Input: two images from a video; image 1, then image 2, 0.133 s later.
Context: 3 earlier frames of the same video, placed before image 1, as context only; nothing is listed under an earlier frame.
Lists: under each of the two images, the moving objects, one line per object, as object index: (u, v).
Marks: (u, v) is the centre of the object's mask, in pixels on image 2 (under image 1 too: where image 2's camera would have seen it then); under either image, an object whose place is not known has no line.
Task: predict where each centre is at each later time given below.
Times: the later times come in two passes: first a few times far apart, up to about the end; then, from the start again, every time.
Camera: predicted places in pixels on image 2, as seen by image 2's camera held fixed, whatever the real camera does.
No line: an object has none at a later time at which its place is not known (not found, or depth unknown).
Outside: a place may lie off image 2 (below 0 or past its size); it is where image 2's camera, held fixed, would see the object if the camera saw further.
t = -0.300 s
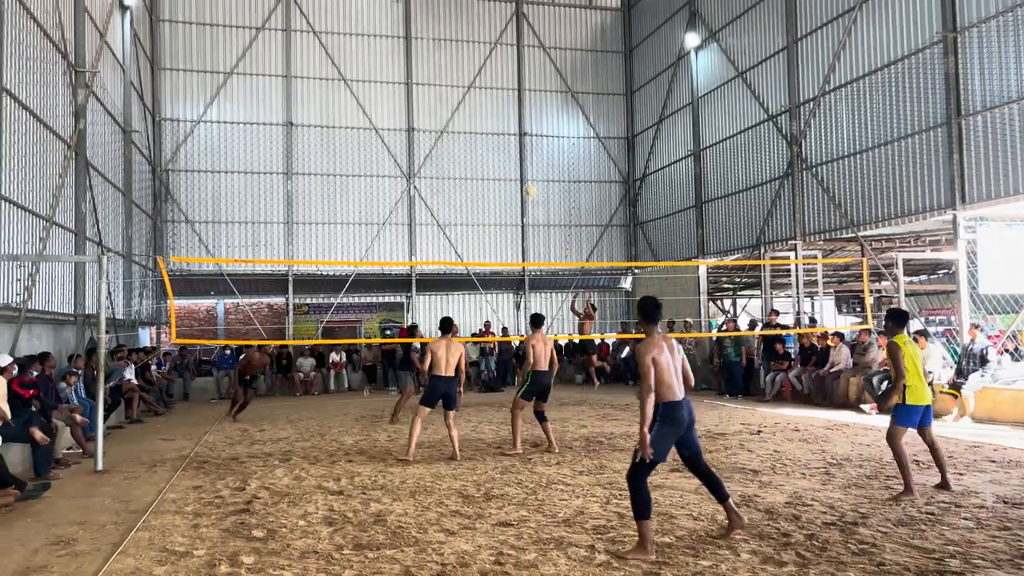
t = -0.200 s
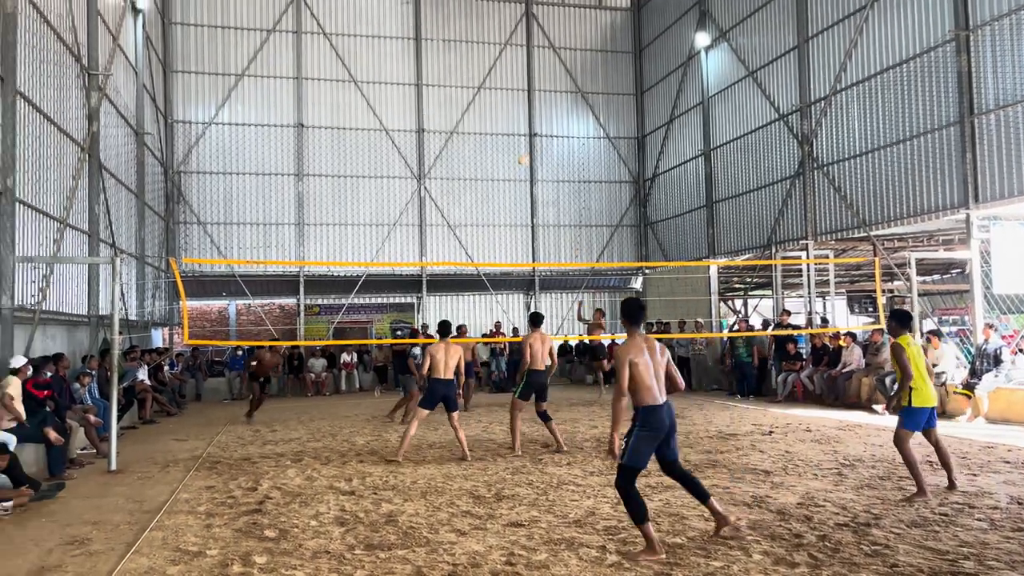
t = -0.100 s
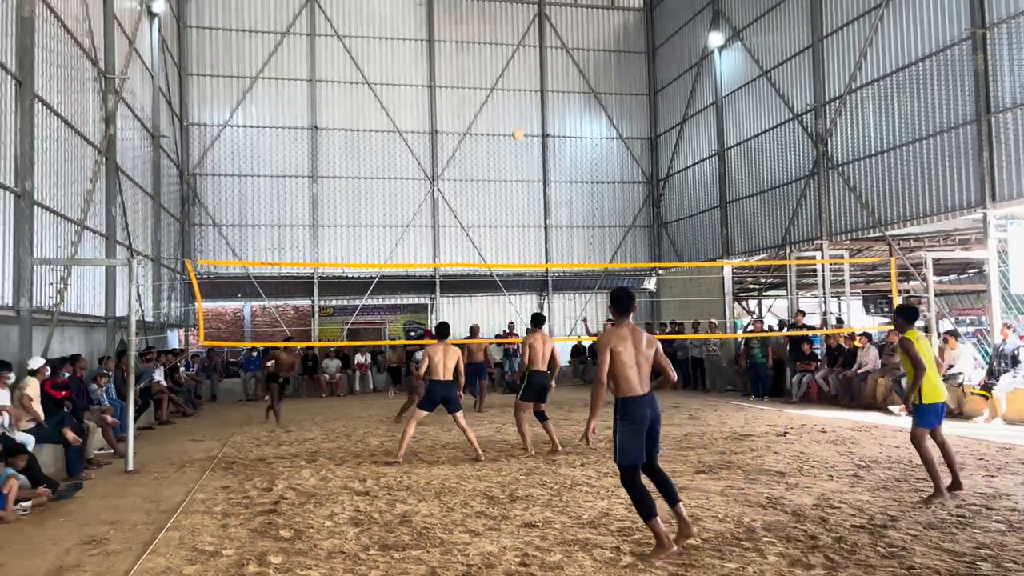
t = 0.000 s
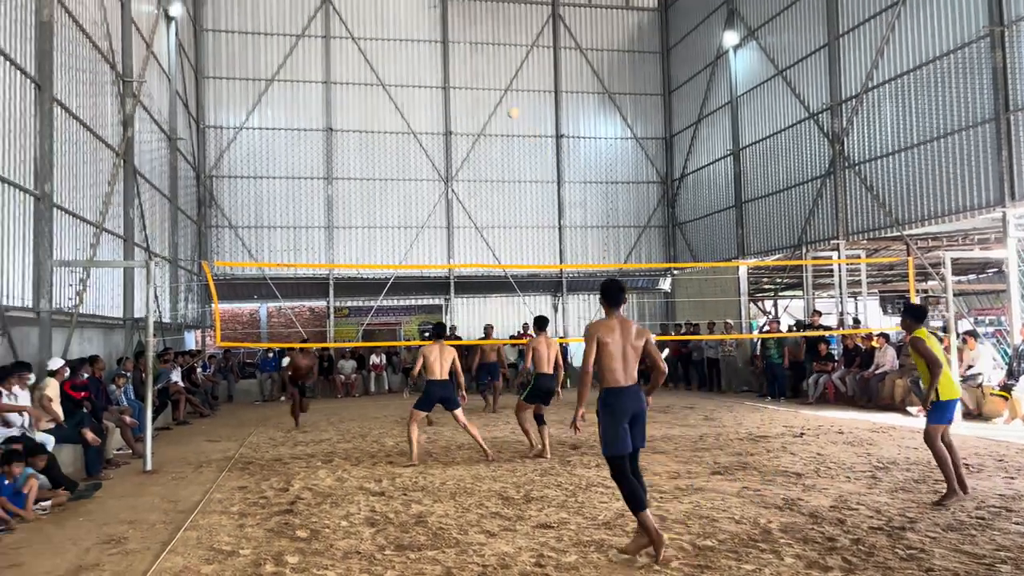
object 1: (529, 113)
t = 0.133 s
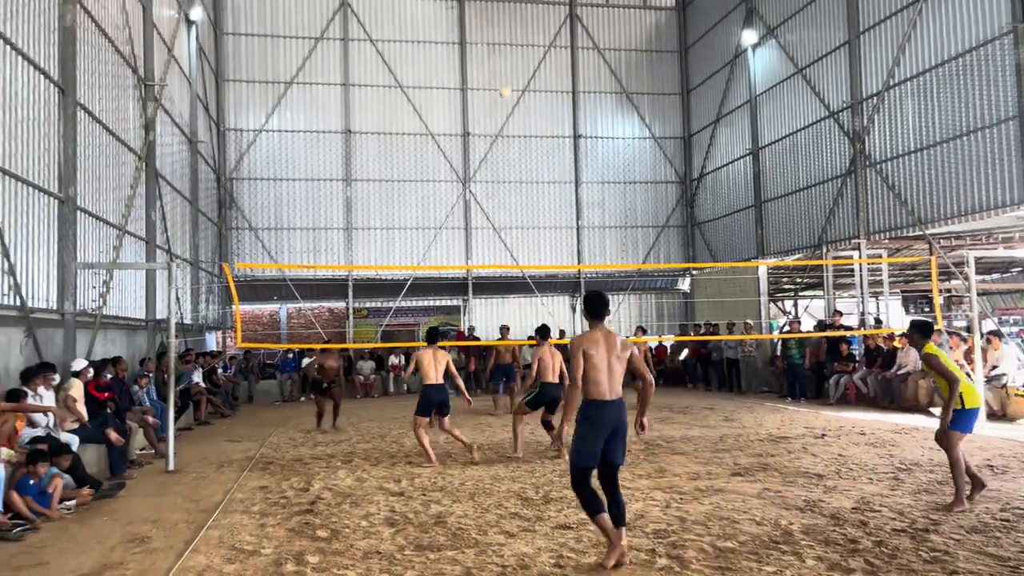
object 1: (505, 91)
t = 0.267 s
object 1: (480, 78)
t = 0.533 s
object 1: (427, 82)
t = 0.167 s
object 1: (499, 87)
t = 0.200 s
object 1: (493, 84)
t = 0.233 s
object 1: (485, 82)
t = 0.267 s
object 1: (480, 78)
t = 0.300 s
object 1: (474, 78)
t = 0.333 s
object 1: (467, 75)
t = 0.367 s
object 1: (461, 75)
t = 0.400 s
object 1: (455, 75)
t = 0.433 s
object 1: (447, 76)
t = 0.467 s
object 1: (441, 78)
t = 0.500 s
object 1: (434, 80)
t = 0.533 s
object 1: (427, 82)
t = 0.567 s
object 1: (420, 86)
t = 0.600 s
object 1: (413, 90)
